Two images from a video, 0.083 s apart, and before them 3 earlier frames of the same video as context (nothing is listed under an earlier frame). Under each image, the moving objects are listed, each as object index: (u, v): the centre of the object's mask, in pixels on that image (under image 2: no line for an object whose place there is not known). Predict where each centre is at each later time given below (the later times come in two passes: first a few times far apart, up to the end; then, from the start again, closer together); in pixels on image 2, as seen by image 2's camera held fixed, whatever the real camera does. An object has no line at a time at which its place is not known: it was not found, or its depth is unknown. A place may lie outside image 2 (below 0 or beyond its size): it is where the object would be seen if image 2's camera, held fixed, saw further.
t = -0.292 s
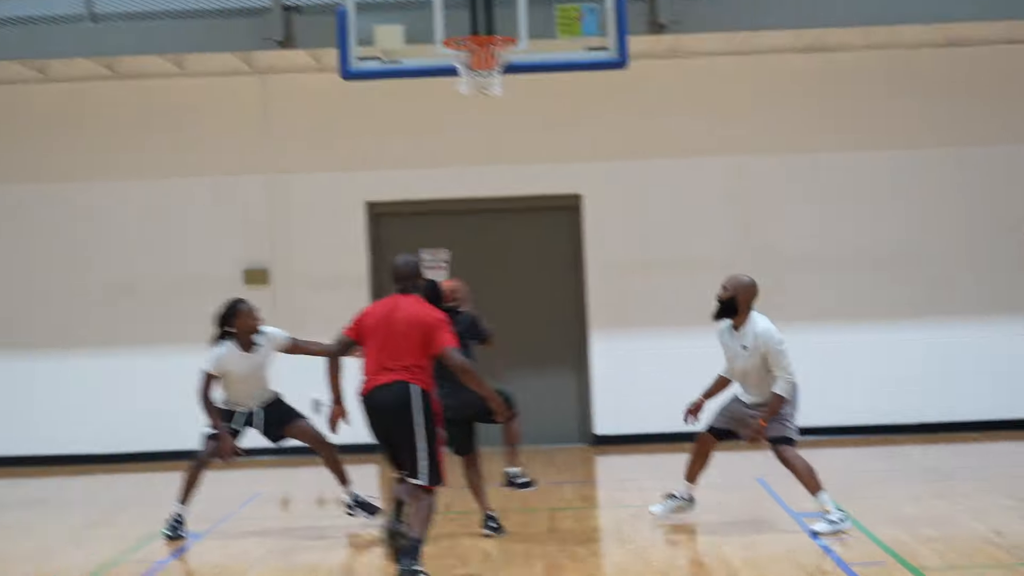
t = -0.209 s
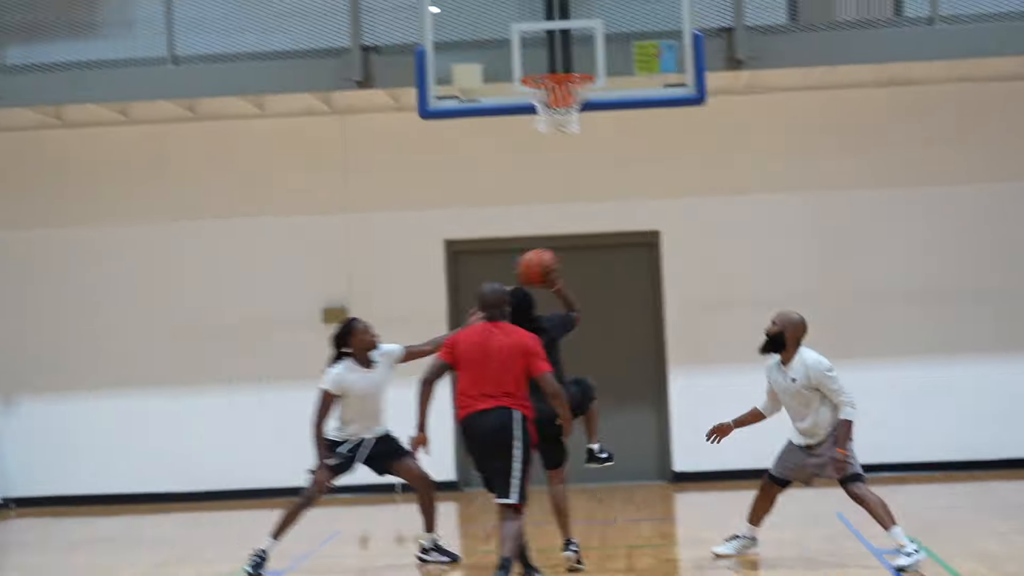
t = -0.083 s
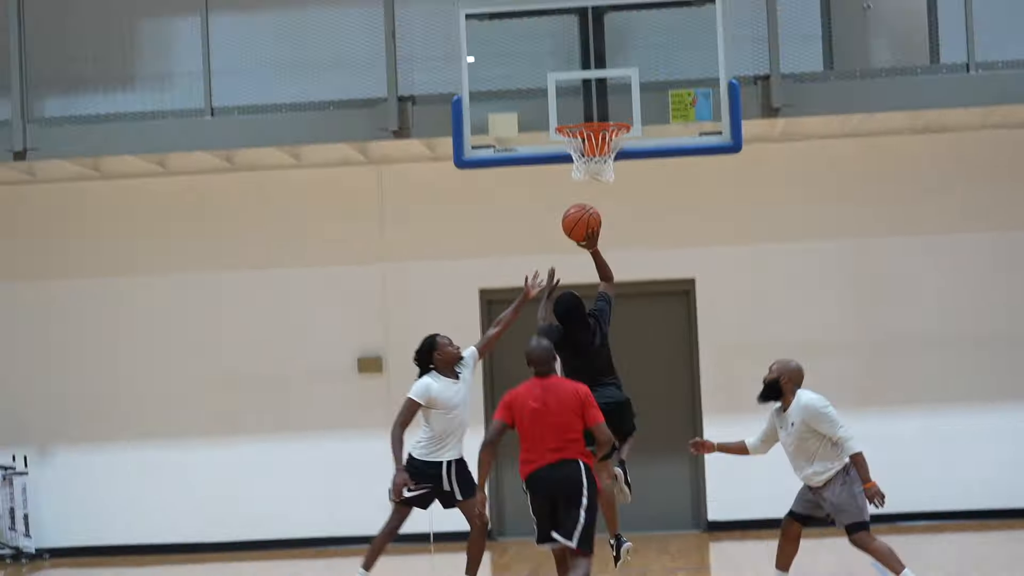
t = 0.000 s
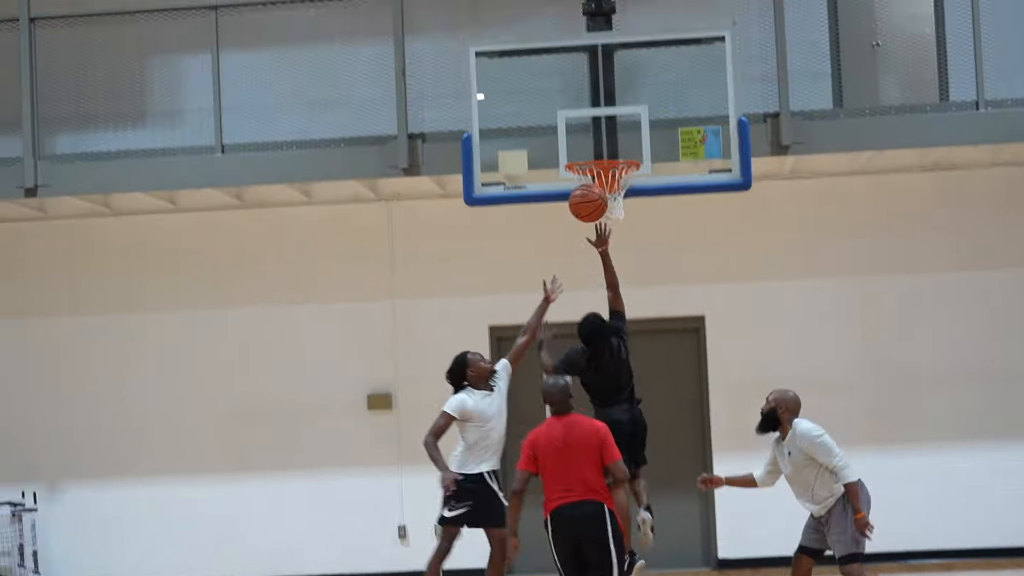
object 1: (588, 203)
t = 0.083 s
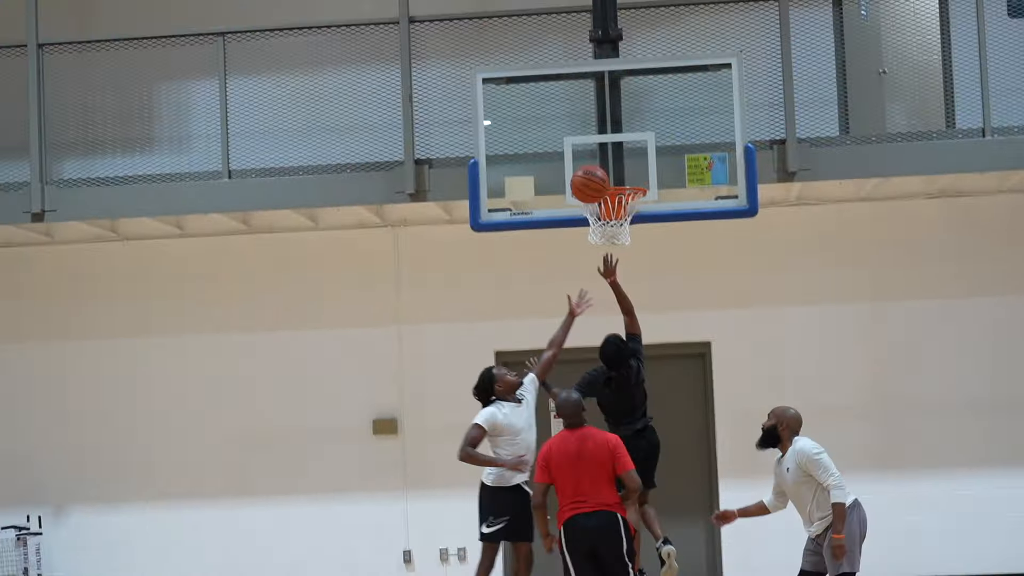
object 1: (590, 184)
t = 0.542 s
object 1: (574, 138)
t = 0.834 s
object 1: (547, 191)
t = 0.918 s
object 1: (537, 207)
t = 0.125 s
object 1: (588, 166)
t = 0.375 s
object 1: (577, 118)
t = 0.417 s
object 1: (576, 119)
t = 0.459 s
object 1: (575, 123)
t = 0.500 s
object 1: (575, 129)
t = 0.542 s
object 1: (574, 138)
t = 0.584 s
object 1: (574, 150)
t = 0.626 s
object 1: (574, 164)
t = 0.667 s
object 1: (573, 178)
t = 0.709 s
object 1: (571, 186)
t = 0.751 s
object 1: (562, 186)
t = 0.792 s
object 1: (553, 187)
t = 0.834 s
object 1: (547, 191)
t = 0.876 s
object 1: (542, 197)
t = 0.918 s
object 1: (537, 207)
